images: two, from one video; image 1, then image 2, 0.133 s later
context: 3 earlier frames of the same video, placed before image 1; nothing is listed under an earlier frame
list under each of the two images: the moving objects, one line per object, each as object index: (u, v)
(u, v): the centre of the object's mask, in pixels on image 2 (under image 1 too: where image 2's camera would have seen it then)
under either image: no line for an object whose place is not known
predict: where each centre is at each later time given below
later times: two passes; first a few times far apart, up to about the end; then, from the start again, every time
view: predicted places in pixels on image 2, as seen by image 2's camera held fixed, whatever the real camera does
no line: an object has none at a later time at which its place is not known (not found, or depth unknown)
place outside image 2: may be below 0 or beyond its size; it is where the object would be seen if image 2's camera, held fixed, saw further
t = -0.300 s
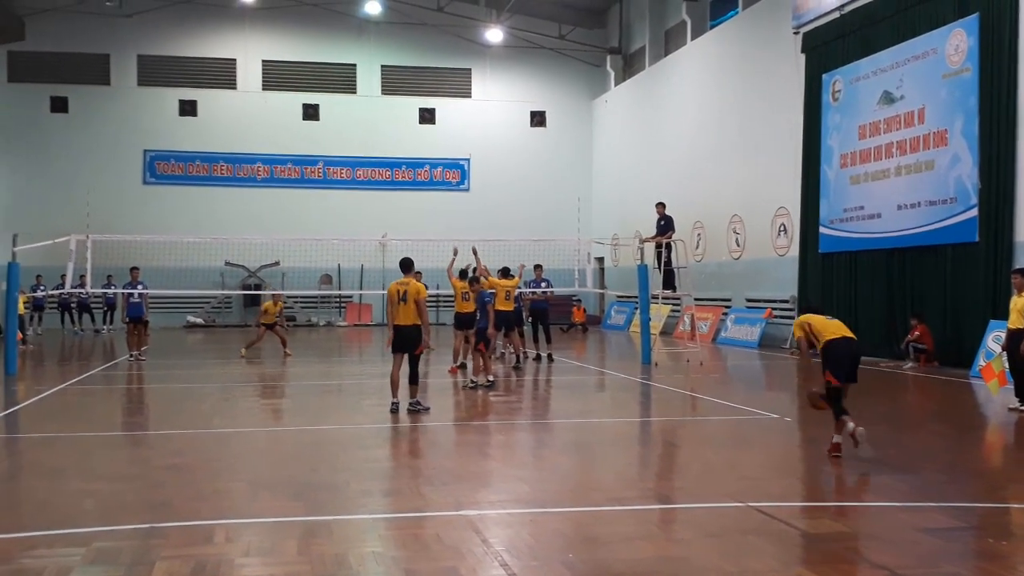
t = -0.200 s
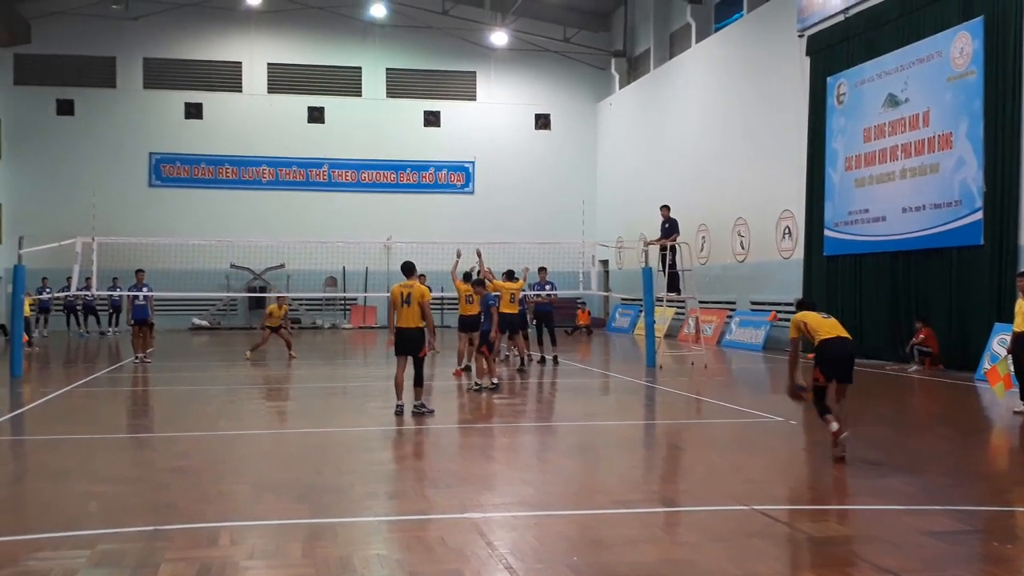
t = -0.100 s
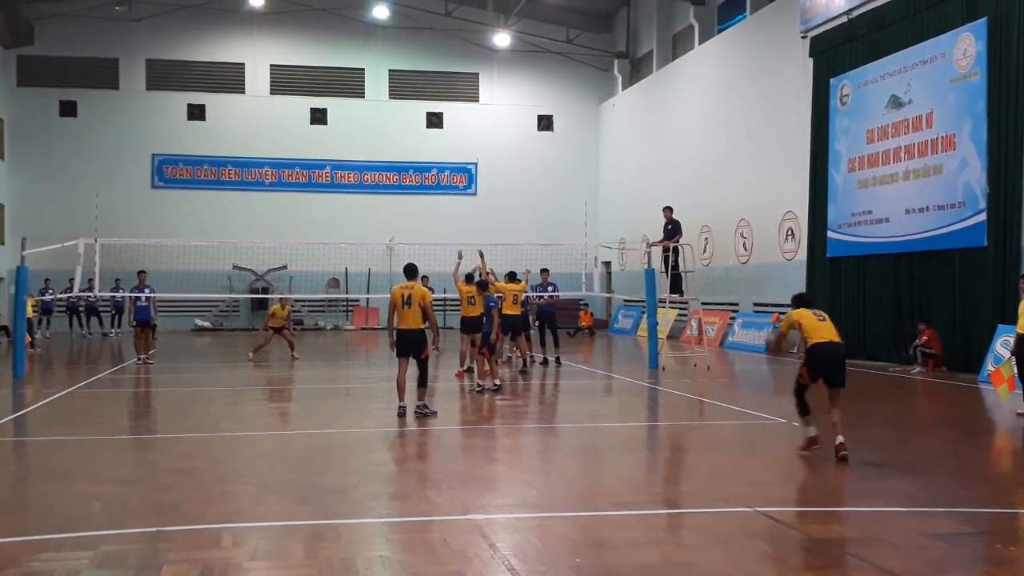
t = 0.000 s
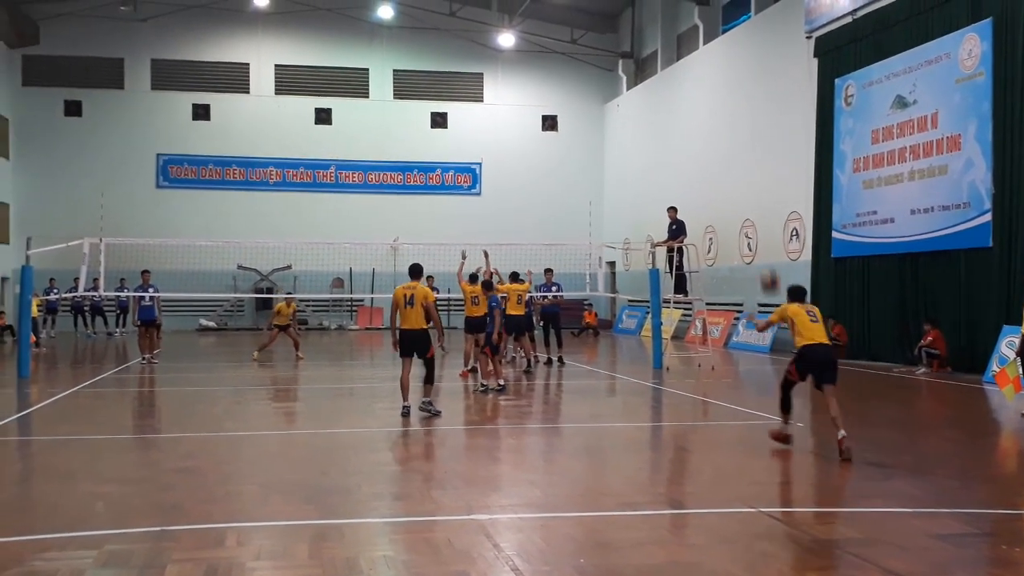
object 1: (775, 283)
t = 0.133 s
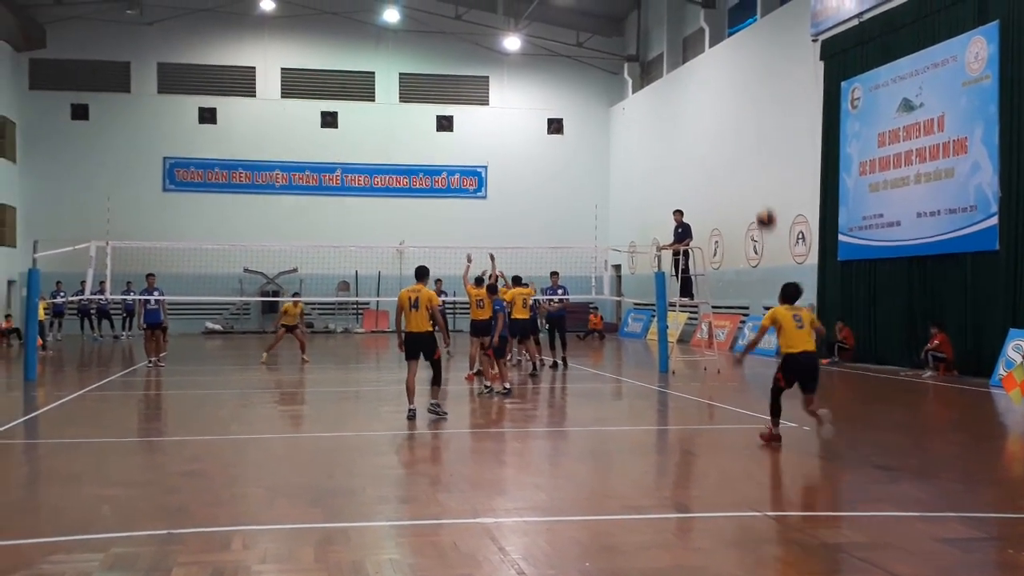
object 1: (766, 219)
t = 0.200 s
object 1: (762, 194)
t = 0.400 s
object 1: (751, 146)
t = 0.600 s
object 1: (740, 136)
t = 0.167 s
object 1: (764, 205)
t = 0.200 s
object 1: (762, 194)
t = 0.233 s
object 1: (760, 185)
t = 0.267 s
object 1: (759, 174)
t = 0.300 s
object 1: (756, 165)
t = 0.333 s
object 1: (754, 158)
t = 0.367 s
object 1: (752, 152)
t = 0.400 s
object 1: (751, 146)
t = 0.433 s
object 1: (749, 142)
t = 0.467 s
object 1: (747, 139)
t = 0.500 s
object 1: (745, 137)
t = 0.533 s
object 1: (744, 136)
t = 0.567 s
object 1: (742, 135)
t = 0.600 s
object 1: (740, 136)
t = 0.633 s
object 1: (739, 136)
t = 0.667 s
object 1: (737, 139)
